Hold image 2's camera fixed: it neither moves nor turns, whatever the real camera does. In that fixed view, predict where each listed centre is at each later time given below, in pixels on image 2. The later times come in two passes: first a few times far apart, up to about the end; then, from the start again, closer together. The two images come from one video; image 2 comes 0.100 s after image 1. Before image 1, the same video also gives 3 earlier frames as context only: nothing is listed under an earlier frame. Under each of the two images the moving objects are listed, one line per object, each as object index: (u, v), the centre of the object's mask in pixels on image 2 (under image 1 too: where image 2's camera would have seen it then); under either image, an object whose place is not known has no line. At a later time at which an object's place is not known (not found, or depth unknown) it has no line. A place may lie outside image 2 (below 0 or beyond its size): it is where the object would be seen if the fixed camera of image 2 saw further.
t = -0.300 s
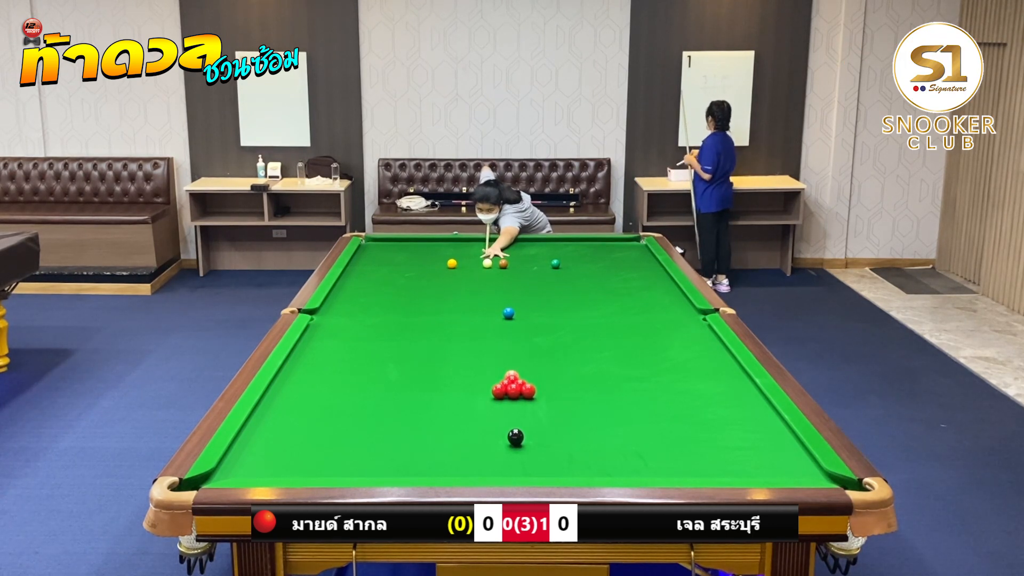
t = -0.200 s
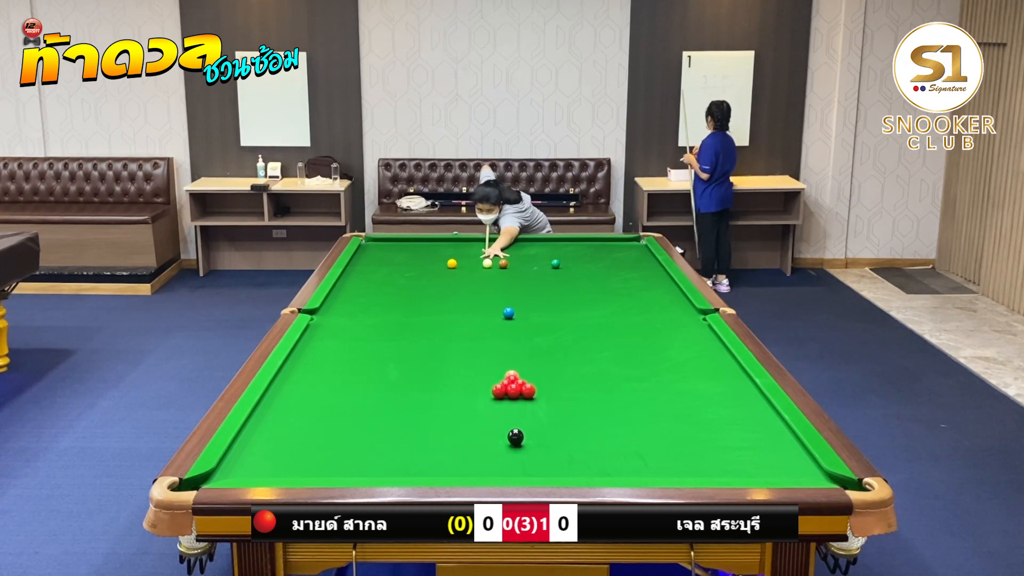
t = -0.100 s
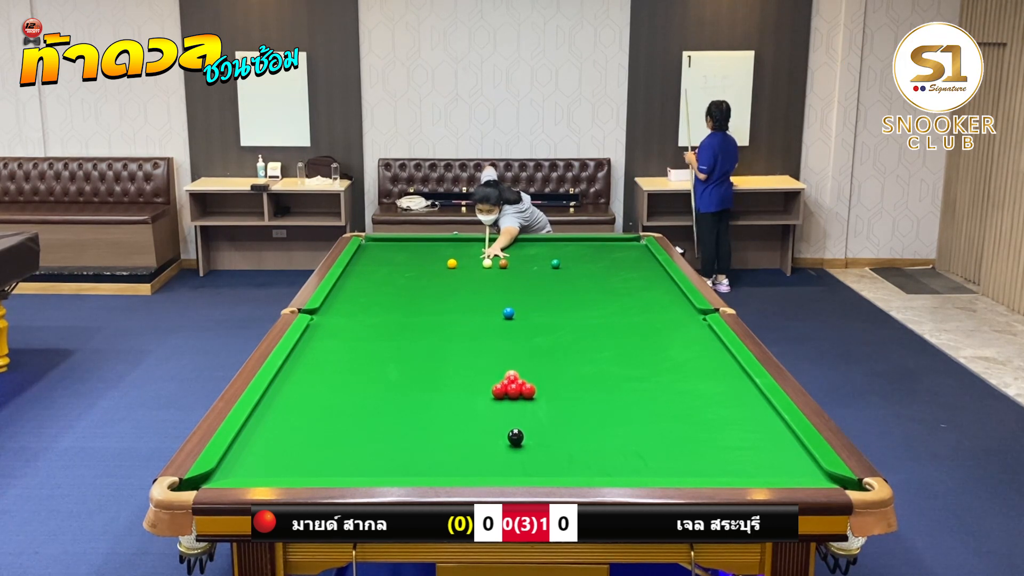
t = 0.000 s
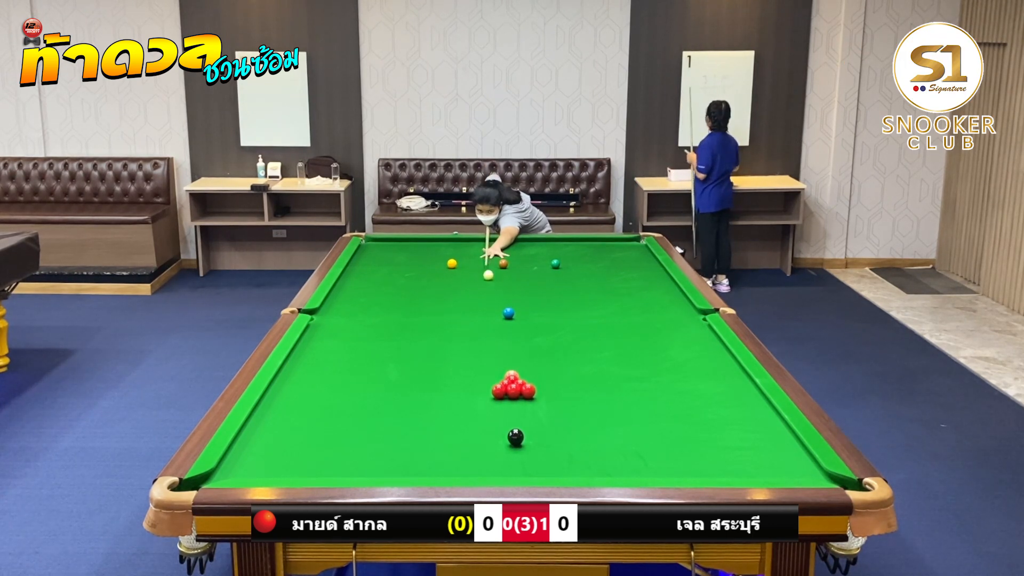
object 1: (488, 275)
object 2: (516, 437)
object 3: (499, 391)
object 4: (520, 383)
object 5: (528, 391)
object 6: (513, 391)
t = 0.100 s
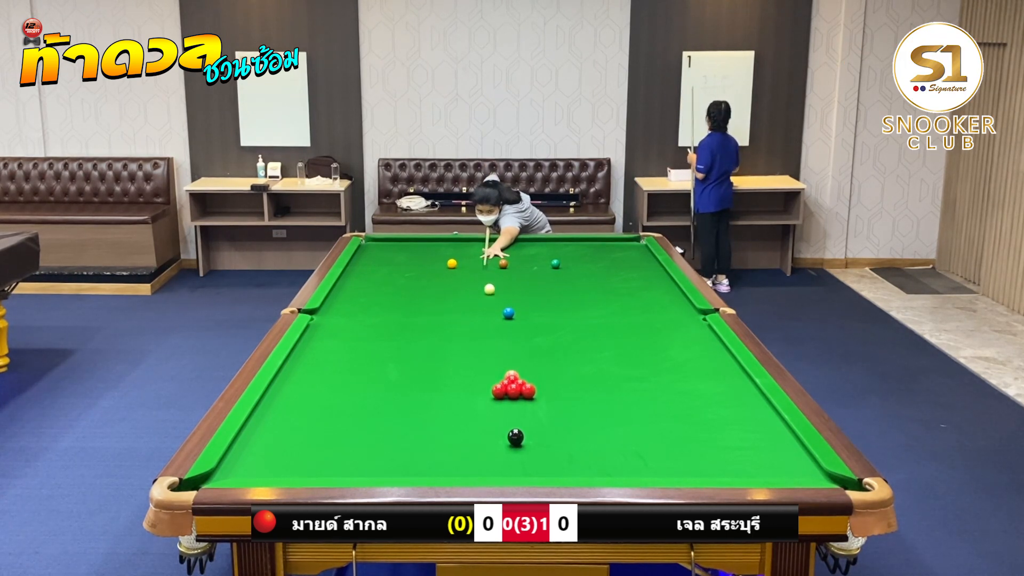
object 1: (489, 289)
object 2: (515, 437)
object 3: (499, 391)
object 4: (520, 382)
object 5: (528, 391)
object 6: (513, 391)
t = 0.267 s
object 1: (491, 314)
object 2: (515, 437)
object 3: (499, 391)
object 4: (520, 382)
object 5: (528, 391)
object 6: (513, 391)
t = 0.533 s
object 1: (494, 355)
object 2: (515, 437)
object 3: (499, 391)
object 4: (521, 382)
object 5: (528, 391)
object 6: (513, 391)
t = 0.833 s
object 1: (452, 398)
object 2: (515, 437)
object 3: (496, 393)
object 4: (541, 384)
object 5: (548, 392)
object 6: (516, 402)
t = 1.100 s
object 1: (375, 434)
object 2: (516, 437)
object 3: (493, 396)
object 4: (577, 384)
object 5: (581, 395)
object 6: (520, 421)
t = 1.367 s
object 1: (283, 474)
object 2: (510, 444)
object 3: (490, 398)
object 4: (612, 384)
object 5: (613, 397)
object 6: (530, 434)
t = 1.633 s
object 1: (253, 446)
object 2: (500, 455)
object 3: (487, 399)
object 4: (644, 385)
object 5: (643, 400)
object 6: (545, 441)
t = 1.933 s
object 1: (321, 418)
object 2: (489, 467)
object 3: (486, 400)
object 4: (679, 385)
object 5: (677, 403)
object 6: (561, 449)
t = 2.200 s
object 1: (371, 397)
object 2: (480, 473)
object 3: (485, 400)
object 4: (708, 384)
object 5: (704, 405)
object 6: (574, 455)
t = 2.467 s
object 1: (415, 379)
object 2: (475, 469)
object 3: (485, 400)
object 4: (735, 384)
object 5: (731, 408)
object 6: (586, 461)
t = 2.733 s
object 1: (452, 363)
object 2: (470, 466)
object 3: (485, 400)
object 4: (743, 384)
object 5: (756, 410)
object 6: (598, 466)
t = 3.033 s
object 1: (489, 347)
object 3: (485, 400)
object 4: (725, 384)
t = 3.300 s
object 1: (519, 335)
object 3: (485, 400)
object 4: (711, 383)
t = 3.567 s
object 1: (544, 324)
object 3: (485, 400)
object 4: (699, 383)
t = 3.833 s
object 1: (568, 315)
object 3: (485, 400)
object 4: (688, 383)
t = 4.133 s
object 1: (591, 305)
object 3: (485, 400)
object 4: (677, 383)
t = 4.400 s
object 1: (610, 297)
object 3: (485, 400)
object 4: (670, 383)
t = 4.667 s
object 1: (627, 290)
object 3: (485, 400)
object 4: (664, 382)
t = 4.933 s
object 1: (643, 283)
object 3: (485, 400)
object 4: (659, 382)
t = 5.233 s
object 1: (659, 276)
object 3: (485, 400)
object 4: (656, 382)
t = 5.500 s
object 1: (657, 271)
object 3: (485, 400)
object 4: (654, 382)
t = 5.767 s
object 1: (645, 267)
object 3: (485, 400)
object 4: (654, 382)
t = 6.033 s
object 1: (635, 263)
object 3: (485, 400)
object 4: (654, 382)
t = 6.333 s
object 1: (624, 259)
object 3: (485, 400)
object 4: (654, 382)
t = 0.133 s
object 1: (490, 294)
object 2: (515, 437)
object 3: (499, 391)
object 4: (520, 383)
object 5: (528, 391)
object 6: (513, 391)
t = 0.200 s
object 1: (490, 303)
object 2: (515, 437)
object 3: (499, 391)
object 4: (520, 382)
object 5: (528, 391)
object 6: (513, 391)
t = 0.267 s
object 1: (491, 314)
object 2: (515, 437)
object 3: (499, 391)
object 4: (520, 382)
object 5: (528, 391)
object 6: (513, 391)
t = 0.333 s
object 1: (492, 324)
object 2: (516, 437)
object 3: (499, 391)
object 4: (520, 382)
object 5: (528, 391)
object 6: (513, 391)
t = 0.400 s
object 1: (493, 334)
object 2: (516, 437)
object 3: (499, 391)
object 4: (520, 382)
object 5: (528, 391)
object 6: (514, 391)
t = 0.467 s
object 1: (493, 344)
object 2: (515, 437)
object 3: (499, 391)
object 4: (520, 382)
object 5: (528, 391)
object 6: (513, 391)
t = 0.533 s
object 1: (494, 355)
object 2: (515, 437)
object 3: (499, 391)
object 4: (521, 382)
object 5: (528, 391)
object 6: (513, 391)
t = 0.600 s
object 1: (494, 366)
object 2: (515, 437)
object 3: (499, 391)
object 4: (521, 382)
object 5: (528, 391)
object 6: (513, 391)
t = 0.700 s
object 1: (491, 383)
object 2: (515, 437)
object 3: (499, 391)
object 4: (522, 383)
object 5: (529, 391)
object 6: (514, 392)
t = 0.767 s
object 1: (471, 391)
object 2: (516, 437)
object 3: (497, 392)
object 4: (532, 385)
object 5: (540, 392)
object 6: (515, 398)
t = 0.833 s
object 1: (452, 398)
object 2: (515, 437)
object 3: (496, 393)
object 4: (541, 384)
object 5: (548, 392)
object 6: (516, 402)
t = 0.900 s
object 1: (433, 406)
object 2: (515, 437)
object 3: (495, 394)
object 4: (550, 384)
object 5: (557, 393)
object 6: (517, 407)
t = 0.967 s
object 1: (415, 415)
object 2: (516, 437)
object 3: (494, 394)
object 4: (560, 384)
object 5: (565, 394)
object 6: (518, 412)
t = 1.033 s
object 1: (395, 424)
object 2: (516, 437)
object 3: (494, 395)
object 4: (569, 384)
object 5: (573, 394)
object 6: (519, 416)
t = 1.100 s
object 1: (375, 434)
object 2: (516, 437)
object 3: (493, 396)
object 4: (577, 384)
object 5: (581, 395)
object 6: (520, 421)
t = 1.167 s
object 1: (353, 444)
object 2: (516, 437)
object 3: (492, 396)
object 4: (586, 384)
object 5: (589, 396)
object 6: (521, 425)
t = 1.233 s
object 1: (331, 455)
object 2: (515, 437)
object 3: (491, 397)
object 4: (595, 384)
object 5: (597, 396)
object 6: (523, 430)
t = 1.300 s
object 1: (307, 466)
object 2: (512, 441)
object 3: (490, 397)
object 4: (603, 384)
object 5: (605, 397)
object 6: (526, 433)
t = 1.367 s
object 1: (283, 474)
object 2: (510, 444)
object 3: (490, 398)
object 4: (612, 384)
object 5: (613, 397)
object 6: (530, 434)
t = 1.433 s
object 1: (265, 468)
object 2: (507, 447)
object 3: (489, 398)
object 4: (620, 384)
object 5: (621, 398)
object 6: (534, 436)
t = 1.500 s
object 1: (248, 460)
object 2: (505, 449)
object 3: (488, 398)
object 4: (628, 384)
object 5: (628, 399)
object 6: (538, 438)
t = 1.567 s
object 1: (233, 453)
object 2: (502, 452)
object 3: (488, 399)
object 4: (636, 385)
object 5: (636, 399)
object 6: (541, 439)
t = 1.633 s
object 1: (253, 446)
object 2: (500, 455)
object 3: (487, 399)
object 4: (644, 385)
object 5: (643, 400)
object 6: (545, 441)
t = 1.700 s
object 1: (270, 440)
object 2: (498, 458)
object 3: (487, 399)
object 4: (652, 385)
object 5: (651, 401)
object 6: (549, 443)
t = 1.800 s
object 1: (292, 430)
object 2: (494, 462)
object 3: (486, 400)
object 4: (664, 385)
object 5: (662, 402)
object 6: (554, 446)
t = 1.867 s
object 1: (307, 424)
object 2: (492, 465)
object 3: (486, 400)
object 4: (671, 385)
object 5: (669, 402)
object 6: (557, 447)
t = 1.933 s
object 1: (321, 418)
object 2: (489, 467)
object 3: (486, 400)
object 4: (679, 385)
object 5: (677, 403)
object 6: (561, 449)
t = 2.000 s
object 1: (334, 413)
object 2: (487, 469)
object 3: (485, 400)
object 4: (686, 385)
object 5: (684, 403)
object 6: (564, 450)
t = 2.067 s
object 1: (347, 407)
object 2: (485, 471)
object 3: (485, 400)
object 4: (694, 385)
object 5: (691, 404)
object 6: (568, 452)
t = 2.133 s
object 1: (359, 402)
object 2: (482, 472)
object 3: (485, 400)
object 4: (701, 385)
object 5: (698, 405)
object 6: (571, 454)
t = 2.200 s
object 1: (371, 397)
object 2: (480, 473)
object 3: (485, 400)
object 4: (708, 384)
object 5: (704, 405)
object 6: (574, 455)
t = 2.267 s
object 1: (383, 393)
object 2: (479, 472)
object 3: (485, 400)
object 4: (715, 384)
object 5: (711, 406)
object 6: (577, 457)
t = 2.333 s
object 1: (393, 388)
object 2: (477, 471)
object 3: (485, 400)
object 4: (722, 384)
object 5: (718, 406)
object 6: (581, 458)
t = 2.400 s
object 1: (404, 383)
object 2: (476, 470)
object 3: (485, 400)
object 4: (729, 384)
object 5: (724, 407)
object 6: (583, 459)
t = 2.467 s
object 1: (415, 379)
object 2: (475, 469)
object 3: (485, 400)
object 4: (735, 384)
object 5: (731, 408)
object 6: (586, 461)
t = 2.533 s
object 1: (424, 375)
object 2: (473, 468)
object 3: (485, 400)
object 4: (742, 384)
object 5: (737, 408)
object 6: (589, 462)
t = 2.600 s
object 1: (434, 371)
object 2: (472, 467)
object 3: (485, 400)
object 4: (748, 384)
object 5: (744, 408)
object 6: (592, 463)
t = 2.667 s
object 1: (443, 367)
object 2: (471, 466)
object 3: (485, 400)
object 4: (747, 384)
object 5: (750, 409)
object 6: (595, 465)
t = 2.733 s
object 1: (452, 363)
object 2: (470, 466)
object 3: (485, 400)
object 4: (743, 384)
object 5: (756, 410)
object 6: (598, 466)
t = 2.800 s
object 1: (461, 359)
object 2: (469, 463)
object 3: (485, 400)
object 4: (739, 384)
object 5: (762, 410)
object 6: (600, 467)
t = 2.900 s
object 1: (474, 354)
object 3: (485, 400)
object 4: (733, 384)
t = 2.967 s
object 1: (482, 351)
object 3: (485, 400)
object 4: (729, 384)
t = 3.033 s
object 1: (489, 347)
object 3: (485, 400)
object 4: (725, 384)
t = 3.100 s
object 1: (497, 344)
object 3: (485, 400)
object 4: (721, 384)
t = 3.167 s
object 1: (504, 341)
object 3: (485, 400)
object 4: (718, 384)
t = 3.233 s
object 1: (512, 338)
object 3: (485, 400)
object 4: (714, 383)
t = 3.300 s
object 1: (519, 335)
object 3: (485, 400)
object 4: (711, 383)
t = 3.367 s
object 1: (525, 332)
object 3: (485, 400)
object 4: (708, 383)
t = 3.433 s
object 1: (532, 330)
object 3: (485, 400)
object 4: (705, 383)
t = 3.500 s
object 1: (538, 327)
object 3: (485, 400)
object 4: (702, 383)
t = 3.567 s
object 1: (544, 324)
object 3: (485, 400)
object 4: (699, 383)
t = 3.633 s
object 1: (550, 322)
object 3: (485, 400)
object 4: (696, 383)
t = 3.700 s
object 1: (556, 319)
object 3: (485, 400)
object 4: (693, 383)
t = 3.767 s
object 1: (562, 317)
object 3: (485, 400)
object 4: (691, 383)
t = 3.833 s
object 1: (568, 315)
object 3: (485, 400)
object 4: (688, 383)
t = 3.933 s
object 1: (576, 311)
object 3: (485, 400)
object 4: (684, 383)
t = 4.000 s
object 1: (581, 309)
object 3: (485, 400)
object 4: (682, 383)
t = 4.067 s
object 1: (586, 307)
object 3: (485, 400)
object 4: (680, 383)
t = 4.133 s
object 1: (591, 305)
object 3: (485, 400)
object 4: (677, 383)
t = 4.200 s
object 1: (596, 303)
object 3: (485, 400)
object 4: (676, 383)
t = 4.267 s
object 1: (601, 301)
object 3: (485, 400)
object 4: (674, 383)
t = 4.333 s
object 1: (606, 299)
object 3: (485, 400)
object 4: (672, 383)
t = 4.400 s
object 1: (610, 297)
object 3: (485, 400)
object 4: (670, 383)
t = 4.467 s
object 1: (614, 295)
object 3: (485, 400)
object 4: (668, 383)
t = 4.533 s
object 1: (619, 293)
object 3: (485, 400)
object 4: (667, 383)
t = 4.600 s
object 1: (623, 291)
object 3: (485, 400)
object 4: (665, 383)
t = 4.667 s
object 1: (627, 290)
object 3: (485, 400)
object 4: (664, 382)
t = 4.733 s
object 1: (631, 288)
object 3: (485, 400)
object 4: (663, 382)
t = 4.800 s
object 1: (635, 286)
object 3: (485, 400)
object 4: (662, 382)
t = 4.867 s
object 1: (639, 284)
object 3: (485, 400)
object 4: (660, 382)
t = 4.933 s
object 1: (643, 283)
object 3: (485, 400)
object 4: (659, 382)
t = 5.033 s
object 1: (648, 280)
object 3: (485, 400)
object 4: (658, 382)
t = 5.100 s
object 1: (652, 279)
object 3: (485, 400)
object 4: (657, 382)
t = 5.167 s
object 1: (655, 278)
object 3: (485, 400)
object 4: (657, 382)
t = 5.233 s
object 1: (659, 276)
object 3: (485, 400)
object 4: (656, 382)
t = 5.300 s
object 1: (662, 275)
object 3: (485, 400)
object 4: (655, 382)
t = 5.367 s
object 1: (663, 273)
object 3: (485, 400)
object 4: (655, 382)
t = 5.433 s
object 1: (660, 272)
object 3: (485, 400)
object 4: (655, 382)
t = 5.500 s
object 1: (657, 271)
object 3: (485, 400)
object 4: (654, 382)
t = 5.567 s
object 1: (654, 270)
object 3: (485, 400)
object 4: (654, 382)
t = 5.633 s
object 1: (651, 269)
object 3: (485, 400)
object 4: (654, 382)
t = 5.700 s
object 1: (648, 268)
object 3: (485, 400)
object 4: (654, 382)
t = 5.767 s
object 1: (645, 267)
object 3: (485, 400)
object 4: (654, 382)
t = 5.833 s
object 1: (643, 266)
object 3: (485, 400)
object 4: (654, 382)
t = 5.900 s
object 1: (640, 265)
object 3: (485, 400)
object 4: (654, 382)
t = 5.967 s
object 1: (638, 264)
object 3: (485, 400)
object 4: (654, 382)
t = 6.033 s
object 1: (635, 263)
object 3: (485, 400)
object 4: (654, 382)
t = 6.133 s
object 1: (632, 262)
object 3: (485, 400)
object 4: (654, 382)
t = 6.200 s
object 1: (629, 261)
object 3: (485, 400)
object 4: (654, 382)
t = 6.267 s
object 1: (627, 260)
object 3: (485, 400)
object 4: (654, 382)
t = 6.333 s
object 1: (624, 259)
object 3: (485, 400)
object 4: (654, 382)
